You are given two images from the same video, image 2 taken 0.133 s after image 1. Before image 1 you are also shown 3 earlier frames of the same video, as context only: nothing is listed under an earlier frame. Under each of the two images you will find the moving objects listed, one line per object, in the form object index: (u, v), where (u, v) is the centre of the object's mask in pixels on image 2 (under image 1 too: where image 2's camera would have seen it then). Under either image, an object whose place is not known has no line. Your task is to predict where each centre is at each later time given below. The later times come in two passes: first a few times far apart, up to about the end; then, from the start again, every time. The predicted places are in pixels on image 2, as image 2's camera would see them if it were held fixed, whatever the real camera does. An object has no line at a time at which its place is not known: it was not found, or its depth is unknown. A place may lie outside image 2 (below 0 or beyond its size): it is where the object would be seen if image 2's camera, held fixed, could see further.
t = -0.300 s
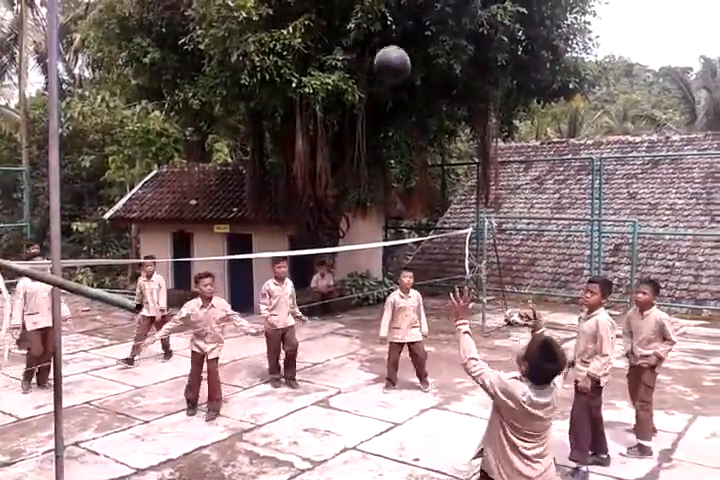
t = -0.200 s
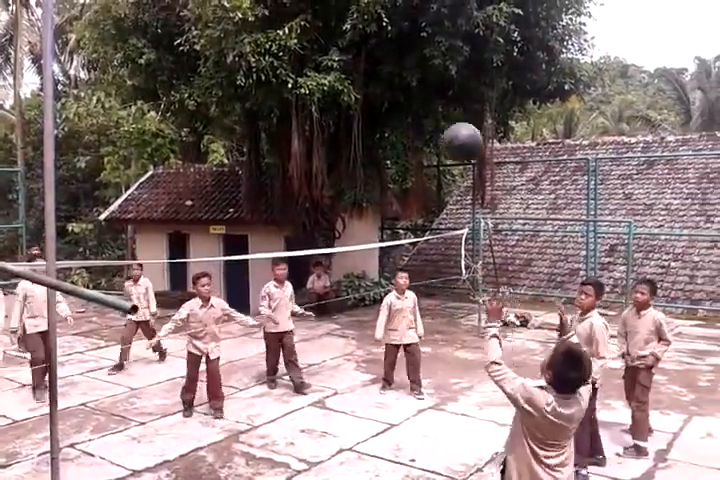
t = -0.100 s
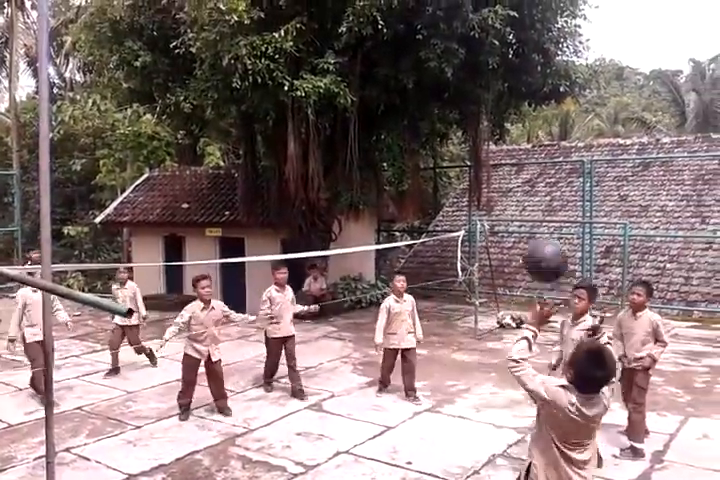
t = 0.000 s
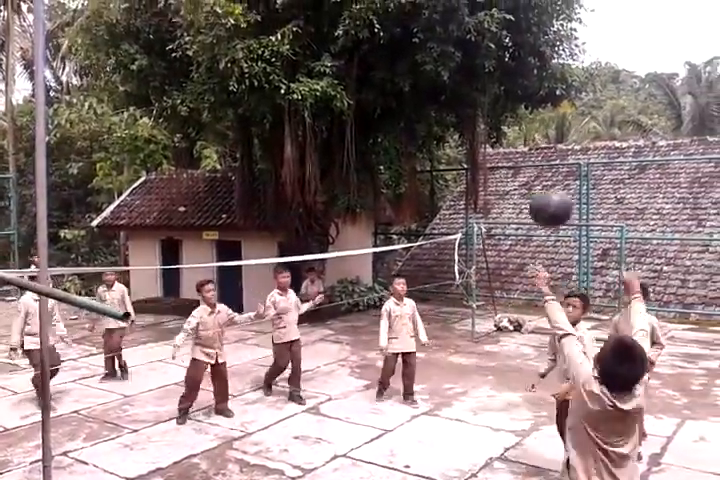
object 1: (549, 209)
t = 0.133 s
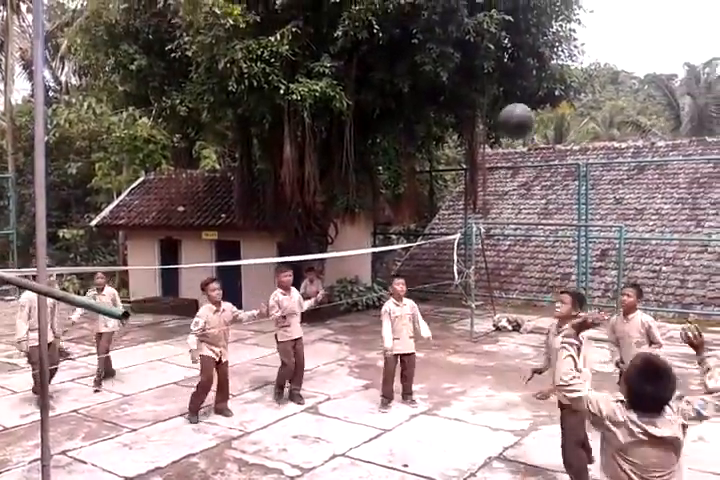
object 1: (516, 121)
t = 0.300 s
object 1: (484, 73)
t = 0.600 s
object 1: (444, 93)
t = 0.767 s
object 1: (429, 140)
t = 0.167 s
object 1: (509, 108)
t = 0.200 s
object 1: (503, 95)
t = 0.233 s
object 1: (496, 85)
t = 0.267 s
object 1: (490, 80)
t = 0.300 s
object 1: (484, 73)
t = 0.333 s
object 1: (479, 69)
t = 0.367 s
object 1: (474, 67)
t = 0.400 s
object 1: (468, 68)
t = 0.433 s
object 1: (464, 68)
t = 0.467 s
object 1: (459, 71)
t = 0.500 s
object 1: (456, 74)
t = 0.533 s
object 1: (451, 80)
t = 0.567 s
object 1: (447, 86)
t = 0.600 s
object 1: (444, 93)
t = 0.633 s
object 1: (440, 101)
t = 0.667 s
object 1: (438, 108)
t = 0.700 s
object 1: (434, 120)
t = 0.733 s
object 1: (431, 128)
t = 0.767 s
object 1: (429, 140)
